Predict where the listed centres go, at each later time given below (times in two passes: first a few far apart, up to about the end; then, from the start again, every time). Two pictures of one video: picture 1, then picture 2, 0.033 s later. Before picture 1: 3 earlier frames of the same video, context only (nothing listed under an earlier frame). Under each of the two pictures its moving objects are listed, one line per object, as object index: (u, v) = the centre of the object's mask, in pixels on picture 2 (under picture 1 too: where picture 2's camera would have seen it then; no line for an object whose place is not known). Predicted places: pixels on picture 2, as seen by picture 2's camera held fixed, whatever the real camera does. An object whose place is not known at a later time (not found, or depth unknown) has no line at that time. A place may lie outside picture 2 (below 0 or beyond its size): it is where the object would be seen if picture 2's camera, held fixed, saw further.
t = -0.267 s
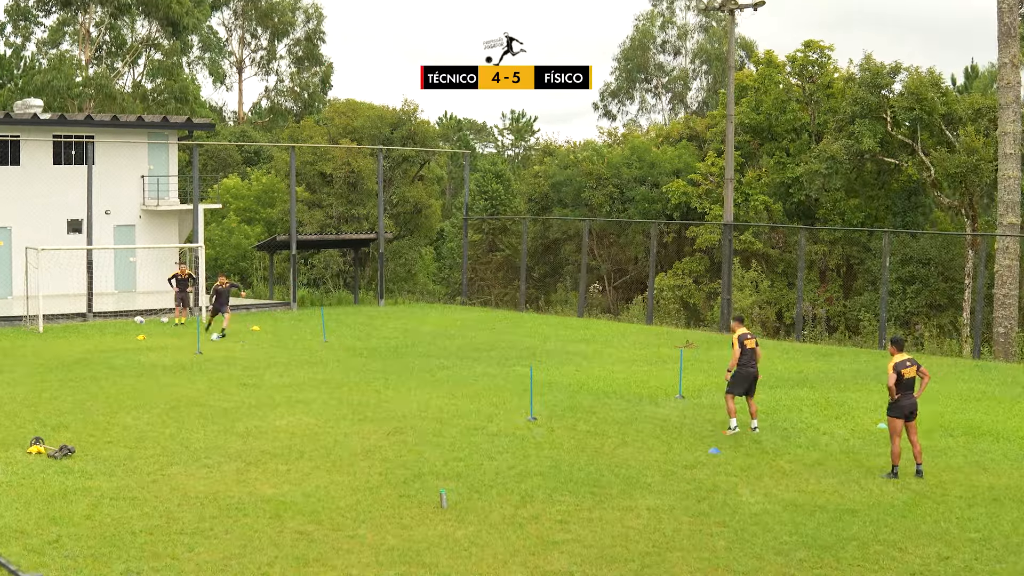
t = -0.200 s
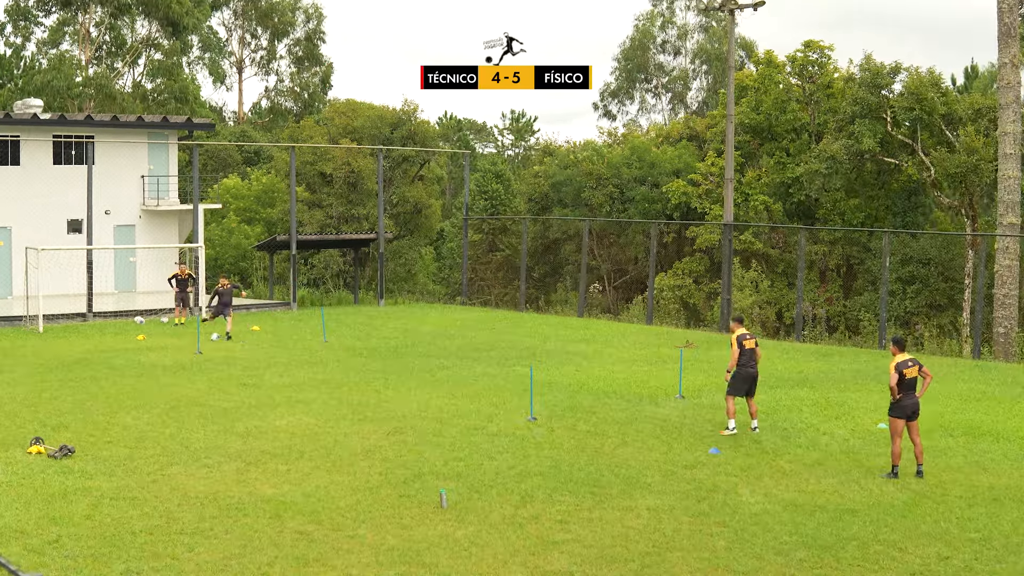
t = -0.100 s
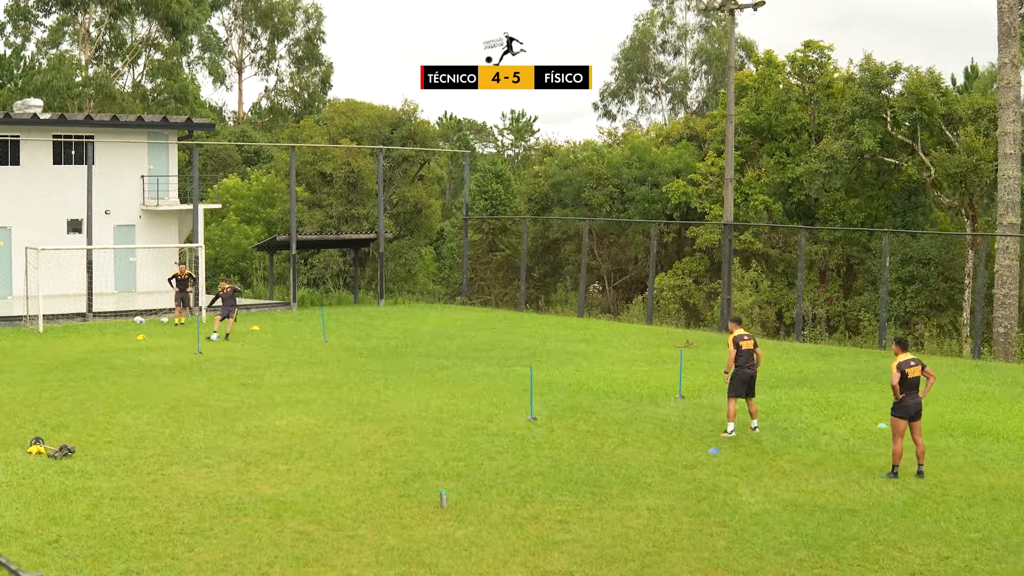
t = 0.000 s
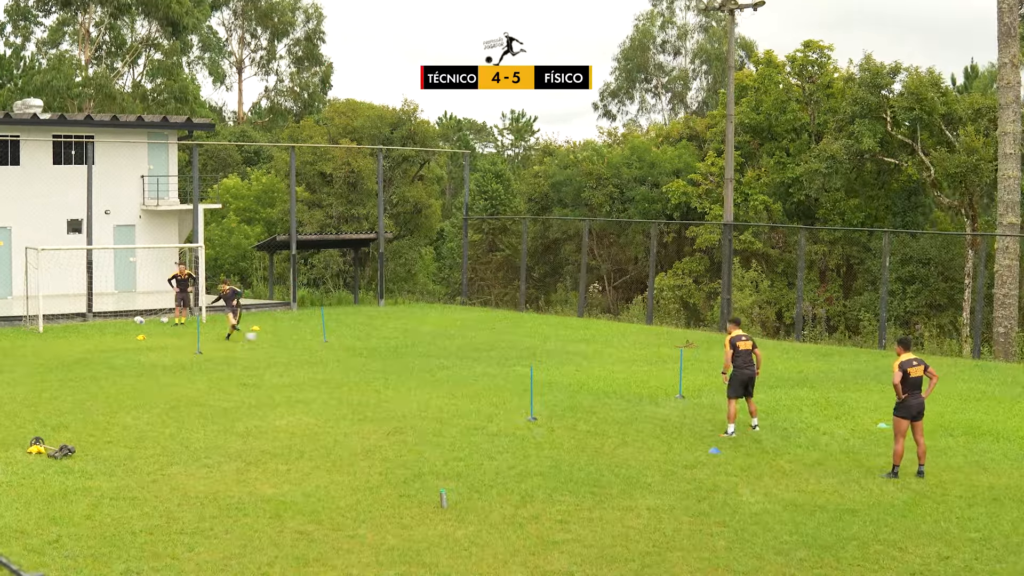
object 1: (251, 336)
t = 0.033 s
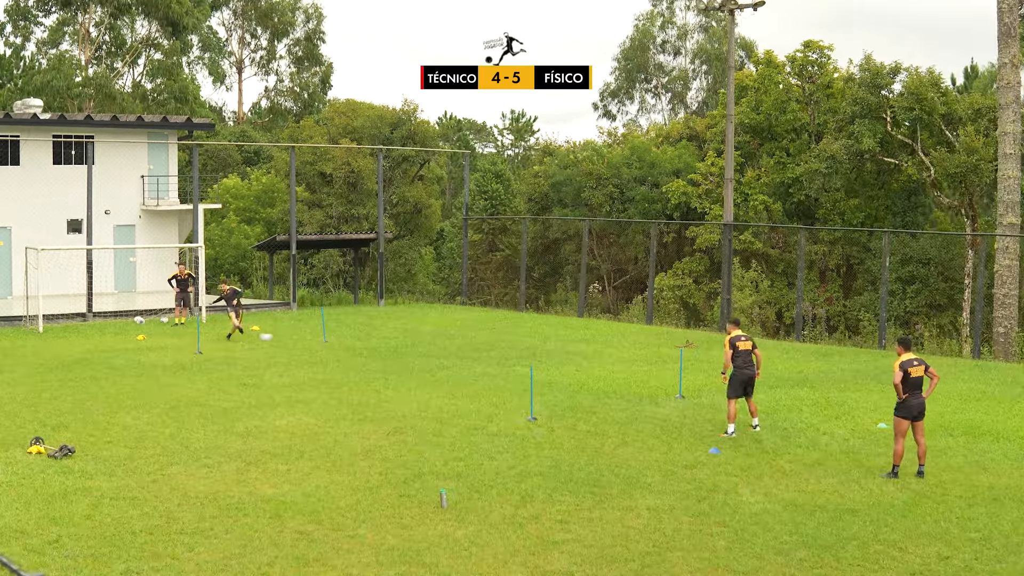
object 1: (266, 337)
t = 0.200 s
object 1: (350, 355)
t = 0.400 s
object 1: (469, 385)
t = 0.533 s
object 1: (553, 390)
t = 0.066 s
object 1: (281, 339)
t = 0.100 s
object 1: (298, 343)
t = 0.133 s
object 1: (314, 346)
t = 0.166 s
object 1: (332, 350)
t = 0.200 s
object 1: (350, 355)
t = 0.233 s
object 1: (369, 361)
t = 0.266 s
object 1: (388, 367)
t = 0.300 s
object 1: (409, 375)
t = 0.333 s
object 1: (430, 383)
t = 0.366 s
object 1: (449, 386)
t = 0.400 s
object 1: (469, 385)
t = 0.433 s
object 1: (488, 385)
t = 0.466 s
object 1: (509, 386)
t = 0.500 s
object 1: (531, 387)
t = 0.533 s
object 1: (553, 390)
